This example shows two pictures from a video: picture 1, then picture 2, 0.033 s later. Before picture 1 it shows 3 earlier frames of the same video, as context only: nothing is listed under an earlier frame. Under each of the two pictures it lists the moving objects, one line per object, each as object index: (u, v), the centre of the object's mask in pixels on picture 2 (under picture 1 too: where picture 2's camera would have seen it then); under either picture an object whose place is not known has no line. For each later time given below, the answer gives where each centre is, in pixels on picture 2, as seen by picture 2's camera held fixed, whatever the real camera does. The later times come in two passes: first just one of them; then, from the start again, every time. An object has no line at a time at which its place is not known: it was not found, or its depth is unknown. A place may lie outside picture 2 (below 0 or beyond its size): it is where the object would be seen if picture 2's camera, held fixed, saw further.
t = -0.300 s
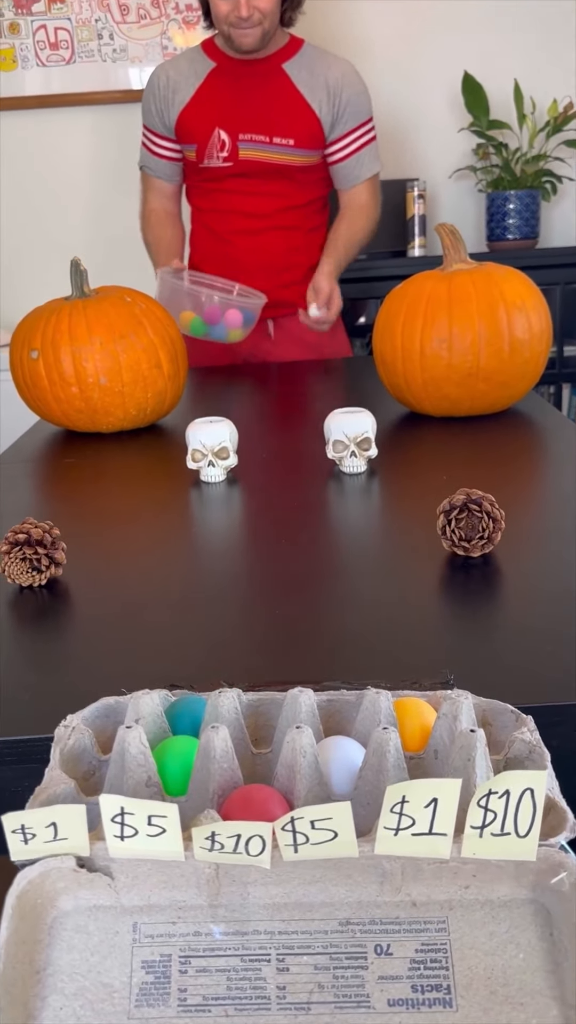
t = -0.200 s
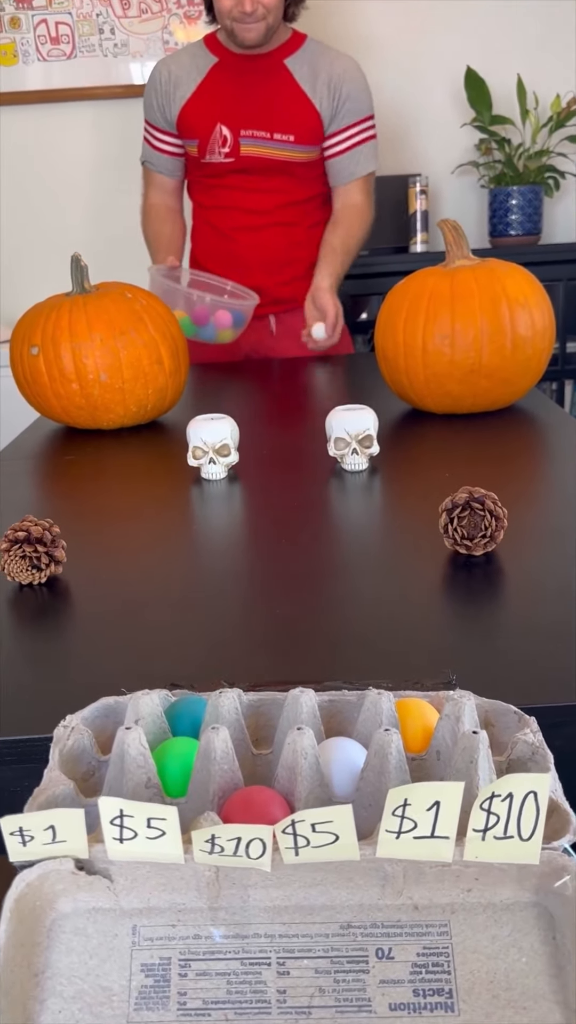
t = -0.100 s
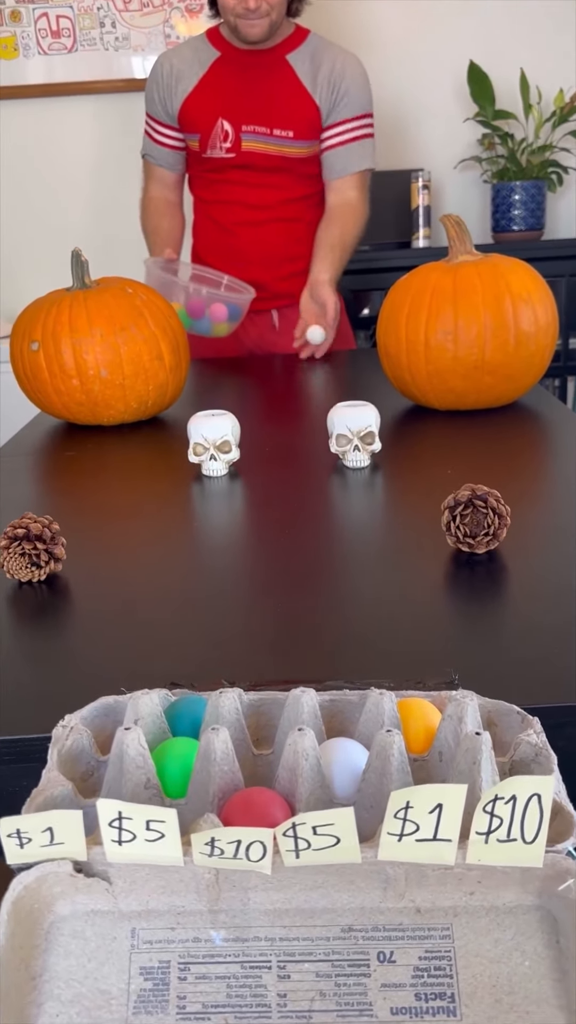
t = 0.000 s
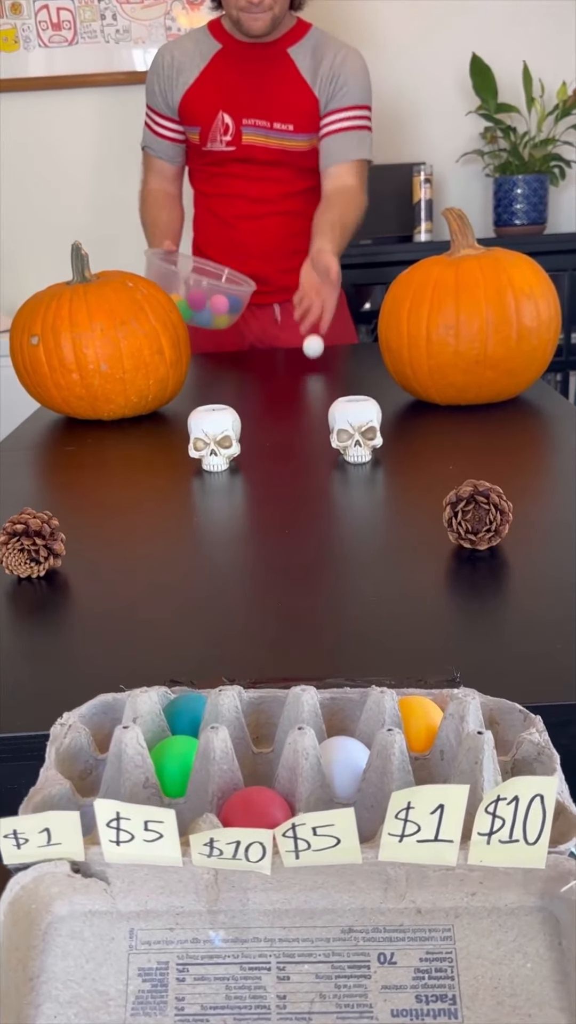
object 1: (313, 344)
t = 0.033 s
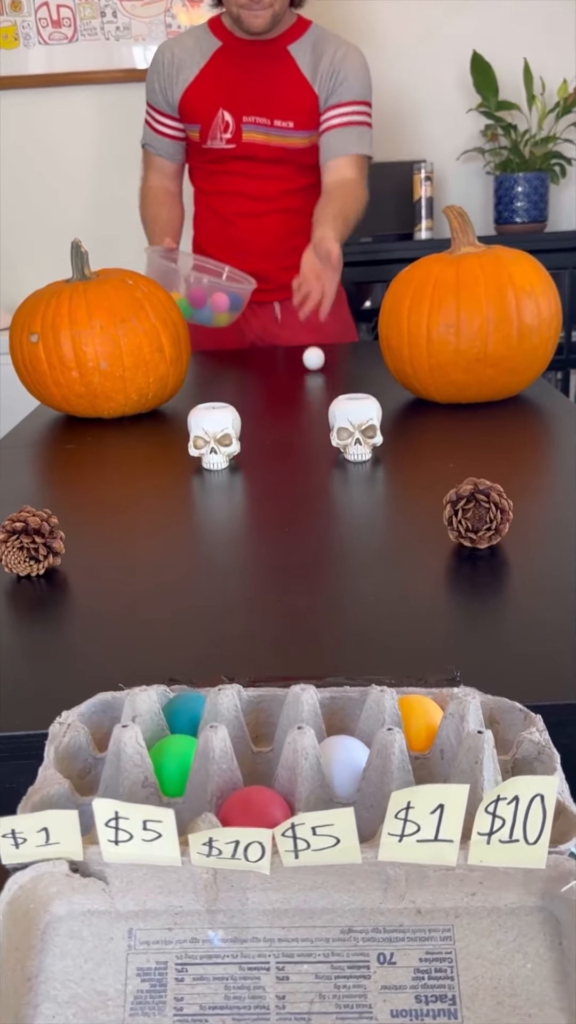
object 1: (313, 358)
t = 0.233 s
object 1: (311, 376)
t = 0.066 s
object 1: (312, 354)
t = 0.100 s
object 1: (312, 354)
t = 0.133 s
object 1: (311, 360)
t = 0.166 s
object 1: (311, 374)
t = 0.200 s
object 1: (311, 378)
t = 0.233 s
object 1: (311, 376)
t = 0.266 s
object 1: (311, 381)
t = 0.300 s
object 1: (311, 393)
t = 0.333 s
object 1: (312, 403)
